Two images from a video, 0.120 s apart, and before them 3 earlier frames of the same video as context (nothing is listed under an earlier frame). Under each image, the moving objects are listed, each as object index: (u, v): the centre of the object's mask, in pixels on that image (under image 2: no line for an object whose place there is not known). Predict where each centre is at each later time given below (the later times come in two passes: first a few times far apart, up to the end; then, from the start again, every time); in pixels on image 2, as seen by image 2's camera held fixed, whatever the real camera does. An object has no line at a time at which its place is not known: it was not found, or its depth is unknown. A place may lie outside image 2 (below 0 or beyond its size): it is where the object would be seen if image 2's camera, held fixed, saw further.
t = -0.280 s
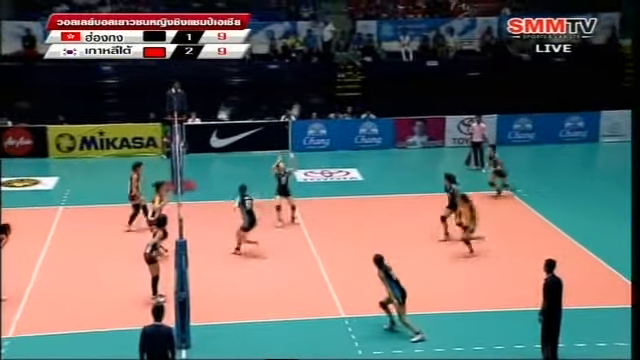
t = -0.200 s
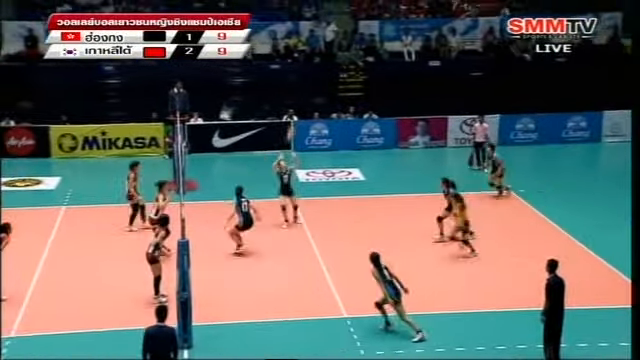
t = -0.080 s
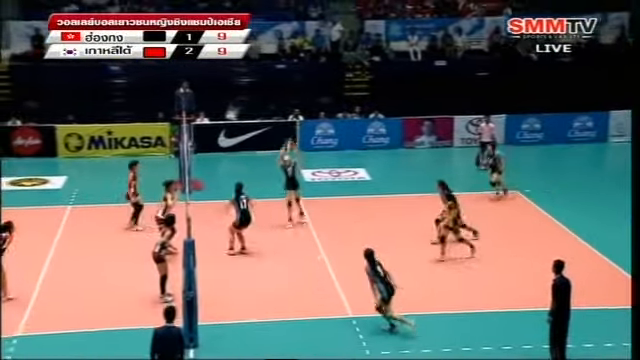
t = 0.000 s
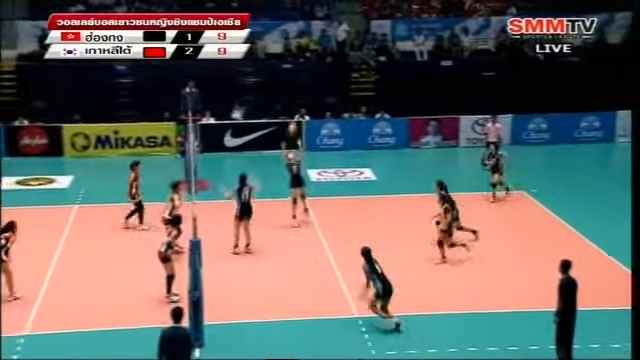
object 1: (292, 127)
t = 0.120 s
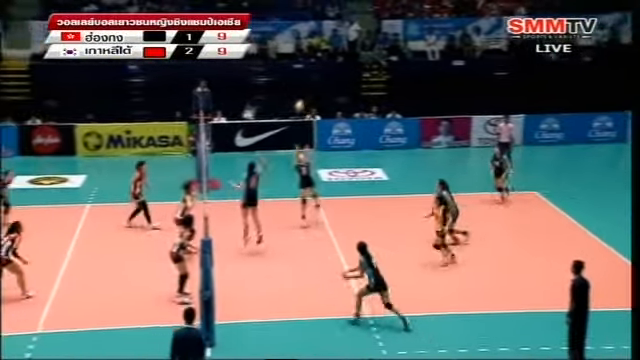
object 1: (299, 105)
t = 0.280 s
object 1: (293, 85)
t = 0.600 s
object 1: (282, 78)
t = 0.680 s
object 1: (279, 84)
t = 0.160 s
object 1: (298, 99)
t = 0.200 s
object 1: (296, 94)
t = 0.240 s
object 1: (295, 89)
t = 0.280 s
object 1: (293, 85)
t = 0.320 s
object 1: (292, 82)
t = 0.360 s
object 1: (291, 78)
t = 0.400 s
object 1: (289, 77)
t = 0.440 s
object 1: (288, 76)
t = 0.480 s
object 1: (287, 75)
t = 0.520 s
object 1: (285, 75)
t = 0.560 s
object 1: (283, 77)
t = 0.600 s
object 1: (282, 78)
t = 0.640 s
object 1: (280, 81)
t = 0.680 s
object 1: (279, 84)
